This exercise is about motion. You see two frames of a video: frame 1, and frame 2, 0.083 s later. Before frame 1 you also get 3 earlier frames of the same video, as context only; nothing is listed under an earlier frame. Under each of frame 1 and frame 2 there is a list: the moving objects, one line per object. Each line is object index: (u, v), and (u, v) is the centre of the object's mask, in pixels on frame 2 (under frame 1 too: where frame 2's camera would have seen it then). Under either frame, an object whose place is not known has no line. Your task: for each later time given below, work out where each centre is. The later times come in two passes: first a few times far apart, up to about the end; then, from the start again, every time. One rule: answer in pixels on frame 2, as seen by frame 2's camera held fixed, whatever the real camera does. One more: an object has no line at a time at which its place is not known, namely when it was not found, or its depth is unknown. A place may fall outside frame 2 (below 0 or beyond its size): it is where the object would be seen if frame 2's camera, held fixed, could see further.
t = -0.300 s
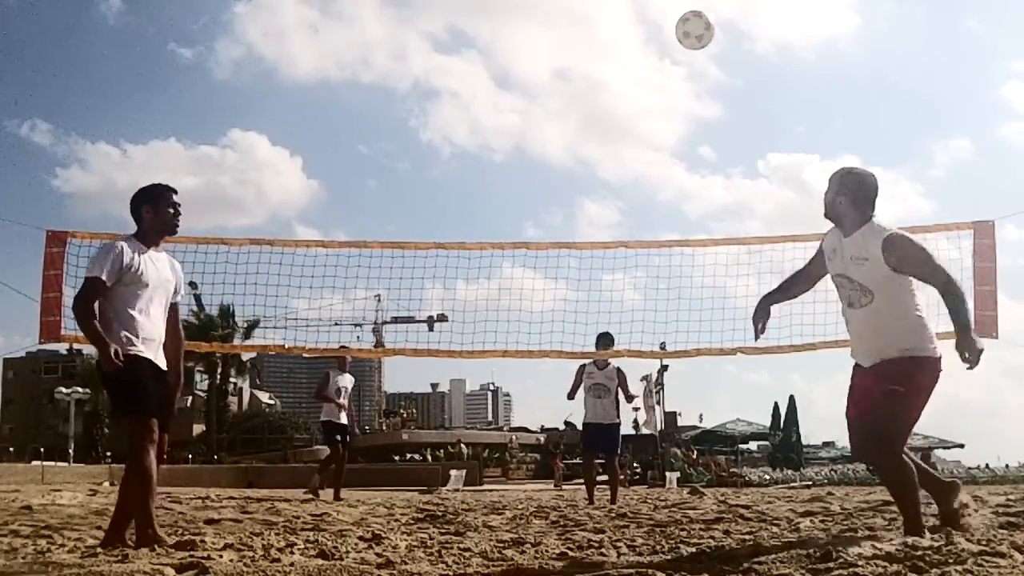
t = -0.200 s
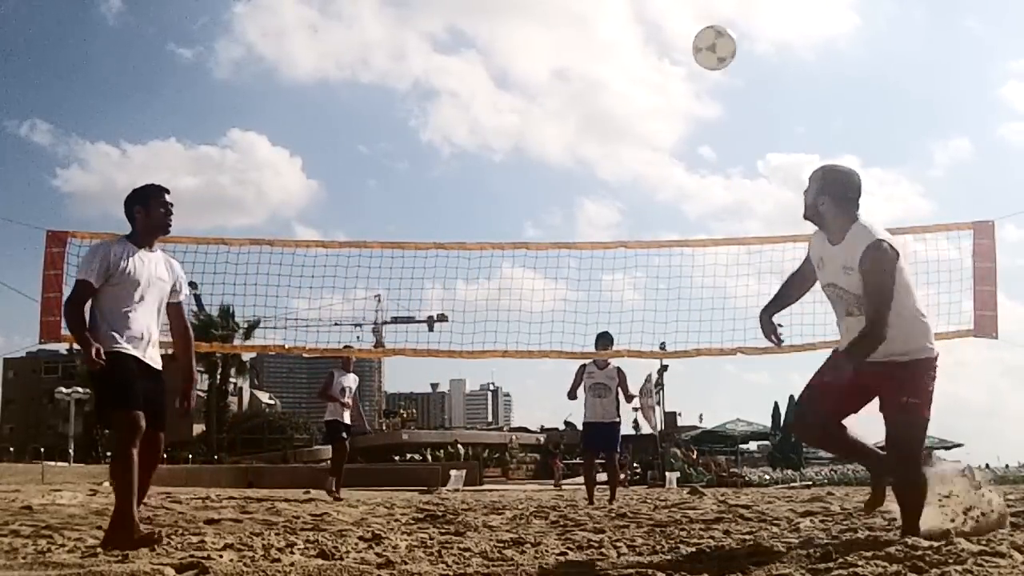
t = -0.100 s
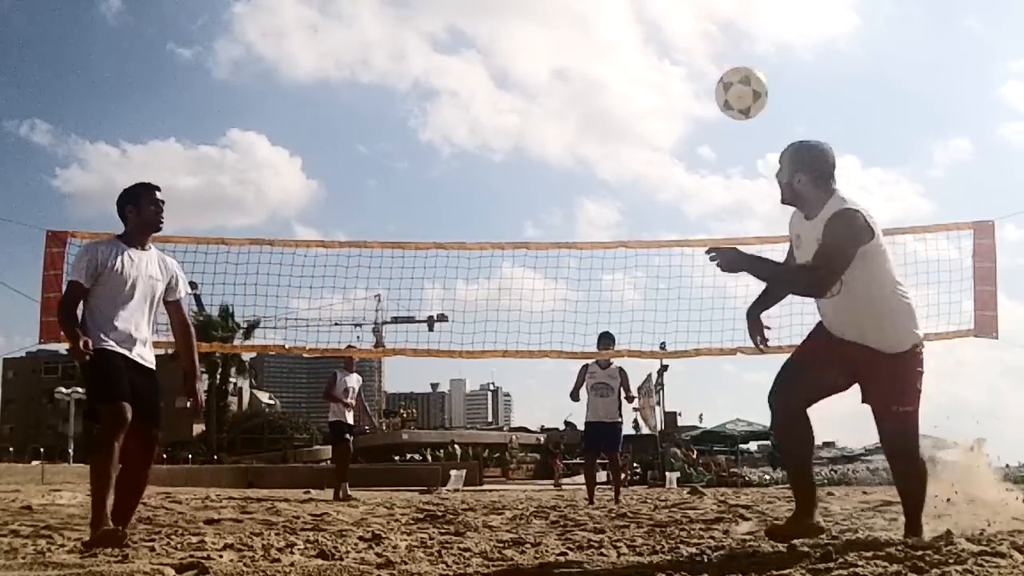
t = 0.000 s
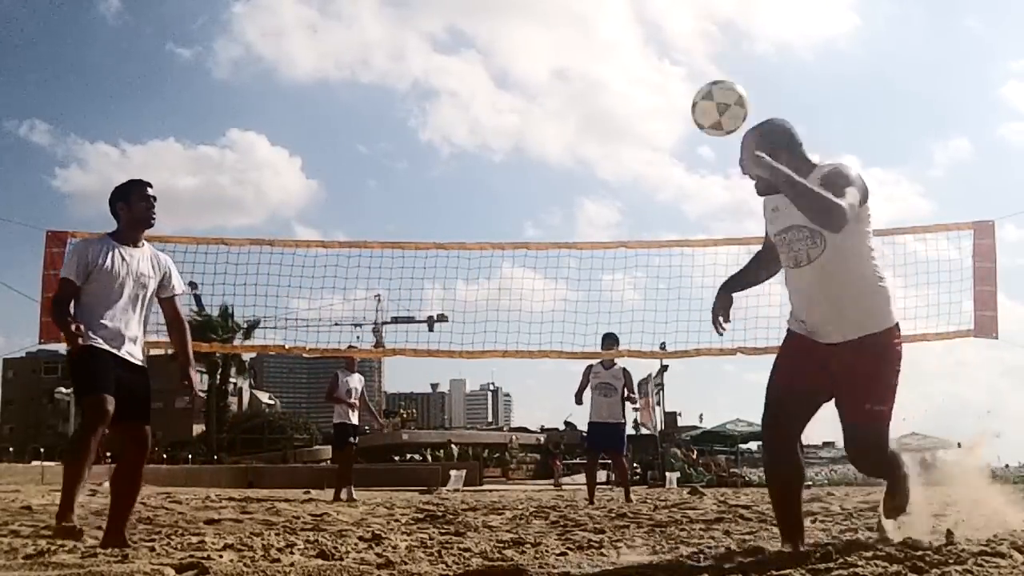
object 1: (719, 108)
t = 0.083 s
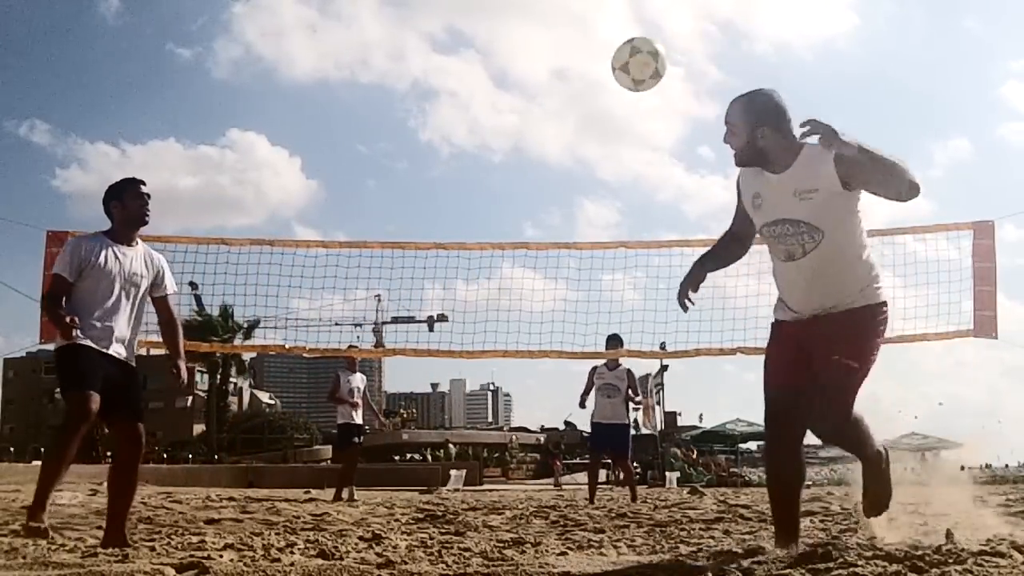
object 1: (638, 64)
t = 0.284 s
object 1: (463, 29)
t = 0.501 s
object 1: (291, 89)
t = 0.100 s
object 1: (623, 58)
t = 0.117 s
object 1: (607, 52)
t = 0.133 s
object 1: (592, 47)
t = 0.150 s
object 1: (578, 42)
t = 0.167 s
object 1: (563, 38)
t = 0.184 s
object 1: (548, 35)
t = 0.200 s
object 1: (534, 32)
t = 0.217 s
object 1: (519, 30)
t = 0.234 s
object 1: (505, 29)
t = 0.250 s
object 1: (491, 28)
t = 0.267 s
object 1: (477, 28)
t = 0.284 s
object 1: (463, 29)
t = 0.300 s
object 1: (449, 30)
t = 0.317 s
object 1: (435, 32)
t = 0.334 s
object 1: (422, 34)
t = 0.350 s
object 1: (408, 37)
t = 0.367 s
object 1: (395, 41)
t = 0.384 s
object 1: (381, 45)
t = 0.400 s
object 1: (369, 49)
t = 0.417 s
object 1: (355, 54)
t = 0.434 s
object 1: (342, 60)
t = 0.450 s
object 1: (329, 67)
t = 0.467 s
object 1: (317, 74)
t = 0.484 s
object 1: (304, 81)
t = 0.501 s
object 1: (291, 89)
